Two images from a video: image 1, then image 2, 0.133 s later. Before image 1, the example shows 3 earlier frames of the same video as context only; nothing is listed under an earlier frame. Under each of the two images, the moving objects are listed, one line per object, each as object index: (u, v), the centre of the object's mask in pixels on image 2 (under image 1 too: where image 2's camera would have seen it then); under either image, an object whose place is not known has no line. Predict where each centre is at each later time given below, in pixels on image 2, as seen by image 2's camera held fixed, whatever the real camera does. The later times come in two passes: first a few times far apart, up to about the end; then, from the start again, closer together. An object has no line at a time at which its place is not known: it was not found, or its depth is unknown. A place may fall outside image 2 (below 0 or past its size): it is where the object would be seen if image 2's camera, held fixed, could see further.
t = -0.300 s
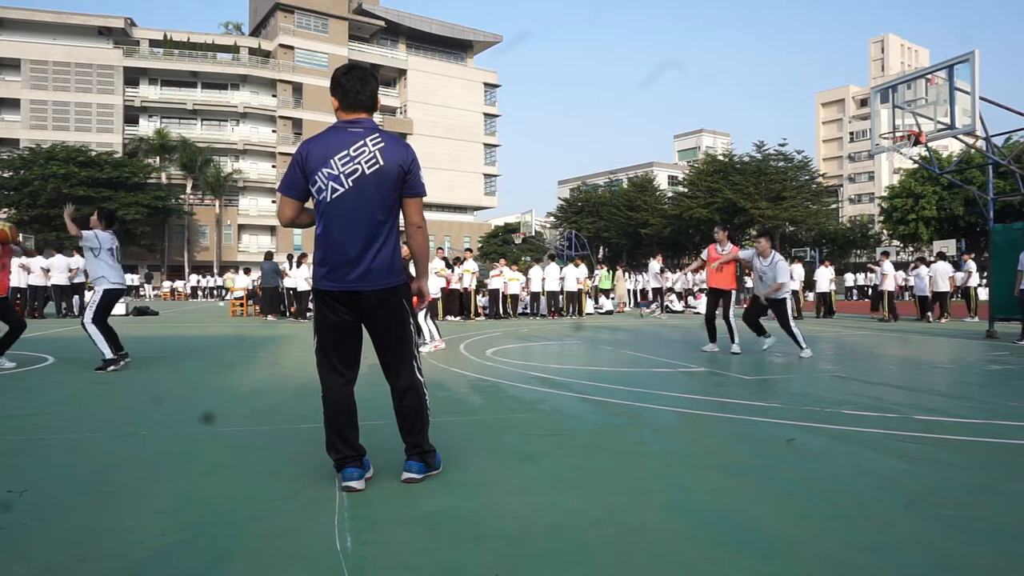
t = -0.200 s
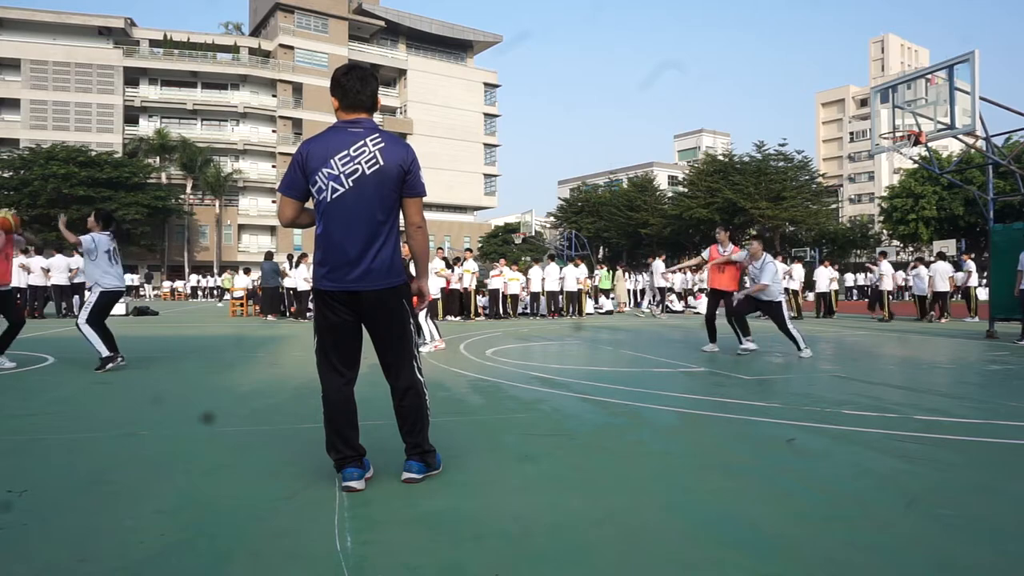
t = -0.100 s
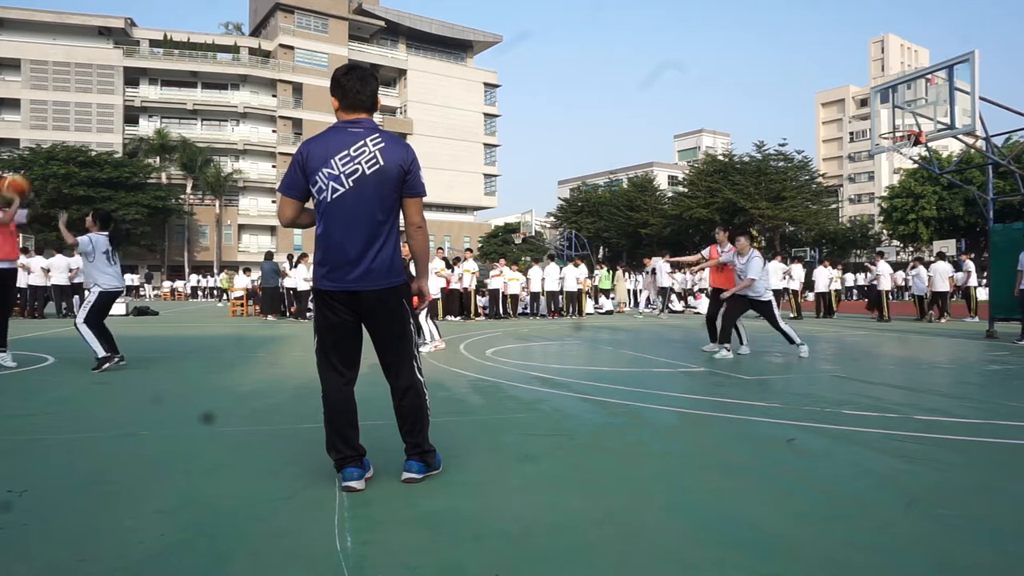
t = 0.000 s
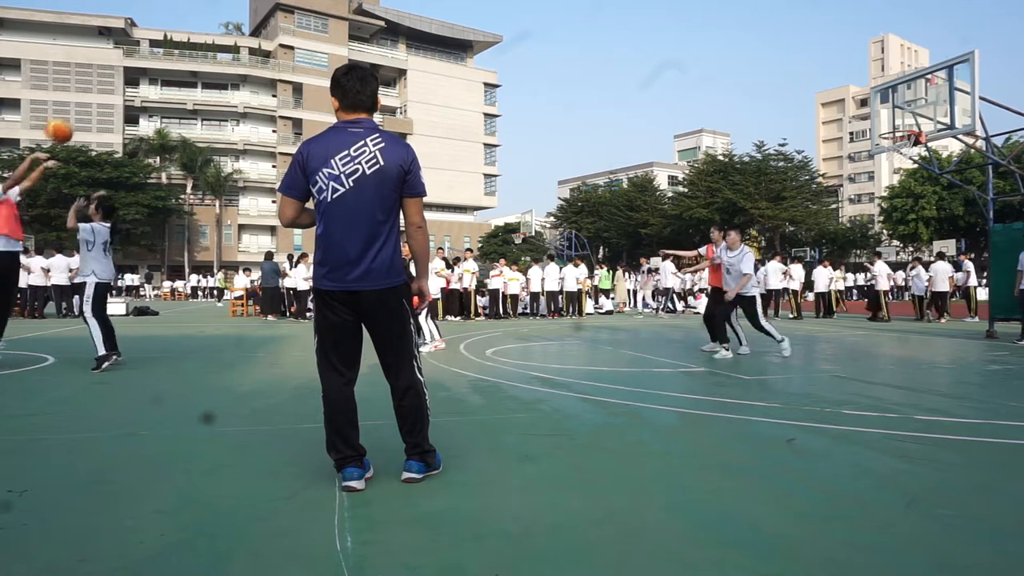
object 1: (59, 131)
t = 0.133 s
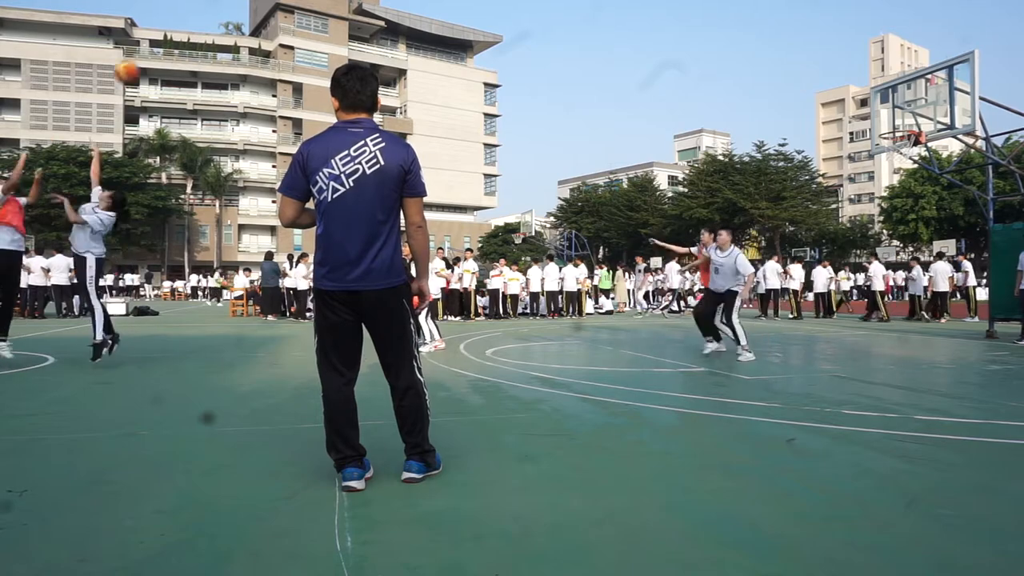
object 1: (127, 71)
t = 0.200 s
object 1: (160, 50)
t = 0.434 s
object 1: (268, 9)
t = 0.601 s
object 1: (340, 13)
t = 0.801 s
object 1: (420, 49)
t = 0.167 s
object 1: (144, 60)
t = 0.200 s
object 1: (160, 50)
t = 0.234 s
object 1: (175, 40)
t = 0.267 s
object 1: (192, 32)
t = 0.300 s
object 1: (208, 25)
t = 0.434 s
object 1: (268, 9)
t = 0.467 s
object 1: (283, 9)
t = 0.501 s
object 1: (297, 9)
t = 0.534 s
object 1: (312, 9)
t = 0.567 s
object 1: (326, 10)
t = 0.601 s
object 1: (340, 13)
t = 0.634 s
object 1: (354, 16)
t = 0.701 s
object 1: (381, 27)
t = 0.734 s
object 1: (395, 34)
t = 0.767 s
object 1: (408, 41)
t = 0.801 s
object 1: (420, 49)
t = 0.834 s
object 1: (433, 58)
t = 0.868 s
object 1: (445, 70)
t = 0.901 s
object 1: (458, 81)
